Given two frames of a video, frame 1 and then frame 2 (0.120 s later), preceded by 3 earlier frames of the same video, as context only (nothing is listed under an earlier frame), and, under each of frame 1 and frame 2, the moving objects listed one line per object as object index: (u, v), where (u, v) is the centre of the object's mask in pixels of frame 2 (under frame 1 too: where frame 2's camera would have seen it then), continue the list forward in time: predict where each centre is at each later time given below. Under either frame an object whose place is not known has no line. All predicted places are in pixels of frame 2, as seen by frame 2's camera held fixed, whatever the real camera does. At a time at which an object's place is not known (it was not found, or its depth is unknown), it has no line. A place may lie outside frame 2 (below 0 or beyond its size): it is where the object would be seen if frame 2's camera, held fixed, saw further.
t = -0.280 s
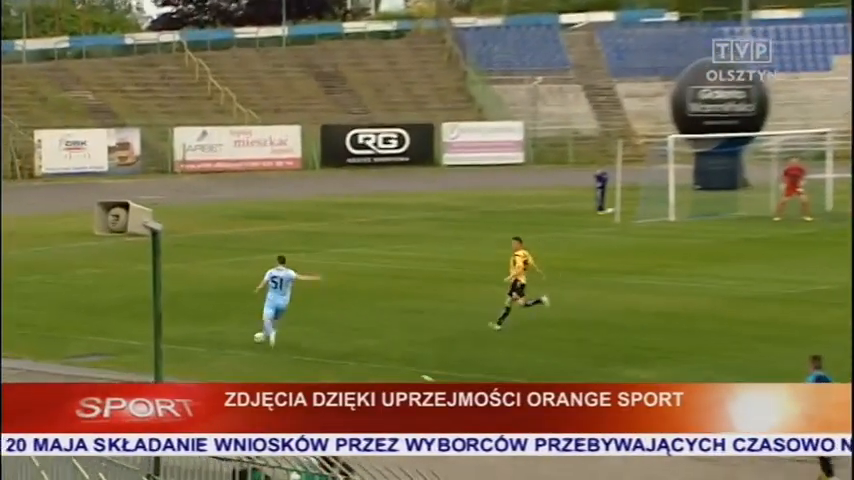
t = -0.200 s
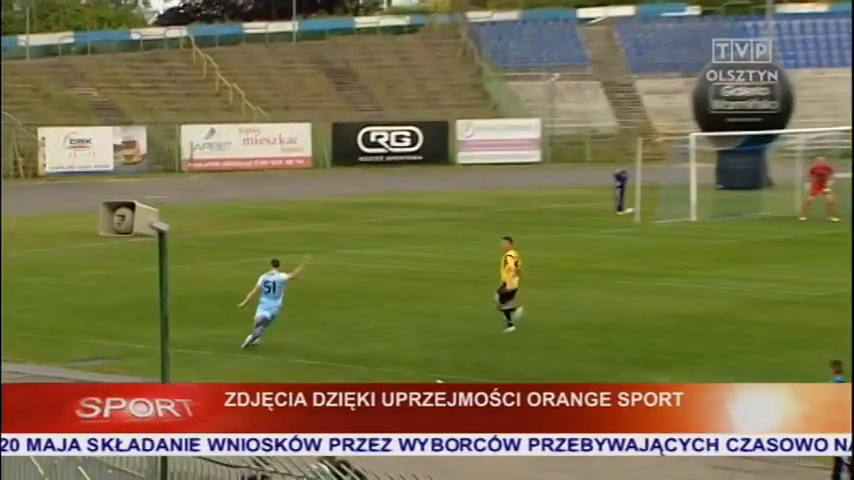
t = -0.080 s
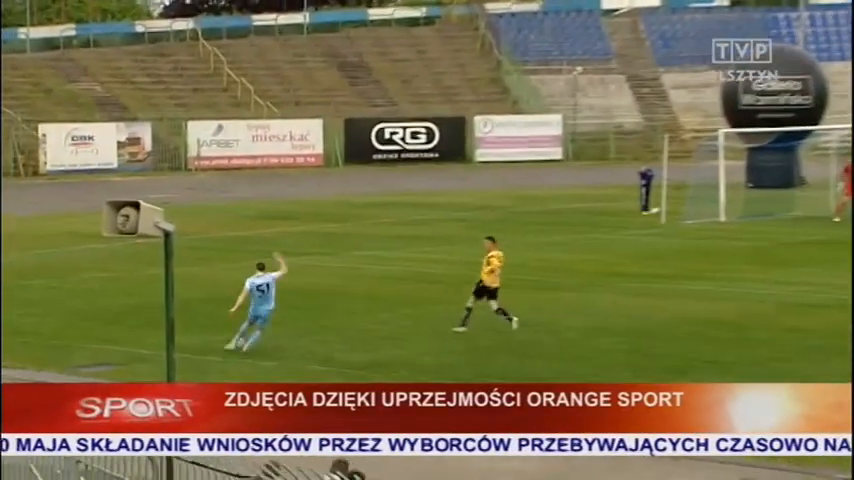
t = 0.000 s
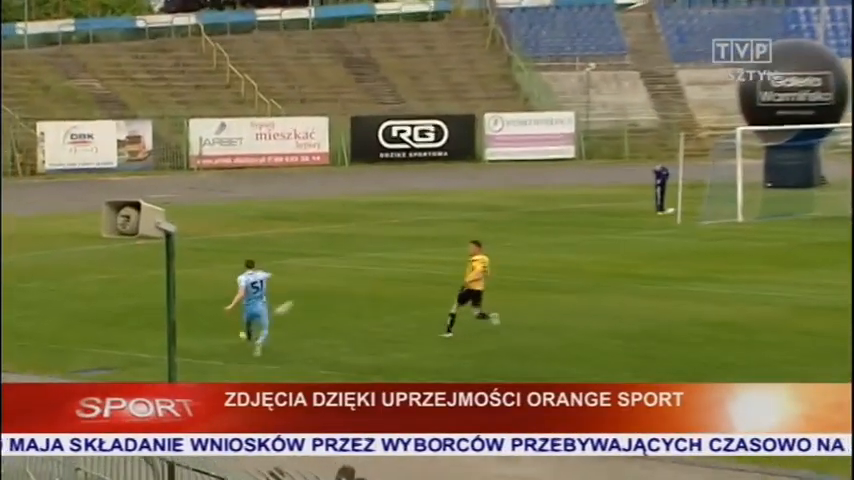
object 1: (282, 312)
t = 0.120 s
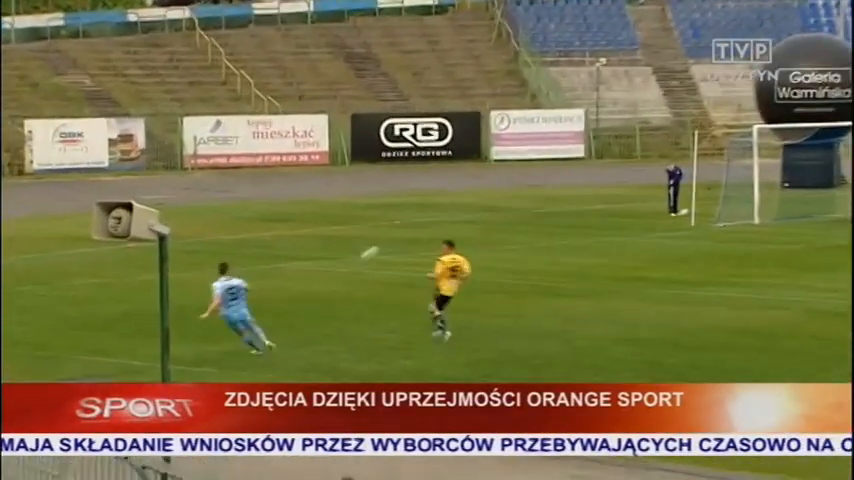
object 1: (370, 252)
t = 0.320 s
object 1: (503, 182)
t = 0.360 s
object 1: (528, 171)
